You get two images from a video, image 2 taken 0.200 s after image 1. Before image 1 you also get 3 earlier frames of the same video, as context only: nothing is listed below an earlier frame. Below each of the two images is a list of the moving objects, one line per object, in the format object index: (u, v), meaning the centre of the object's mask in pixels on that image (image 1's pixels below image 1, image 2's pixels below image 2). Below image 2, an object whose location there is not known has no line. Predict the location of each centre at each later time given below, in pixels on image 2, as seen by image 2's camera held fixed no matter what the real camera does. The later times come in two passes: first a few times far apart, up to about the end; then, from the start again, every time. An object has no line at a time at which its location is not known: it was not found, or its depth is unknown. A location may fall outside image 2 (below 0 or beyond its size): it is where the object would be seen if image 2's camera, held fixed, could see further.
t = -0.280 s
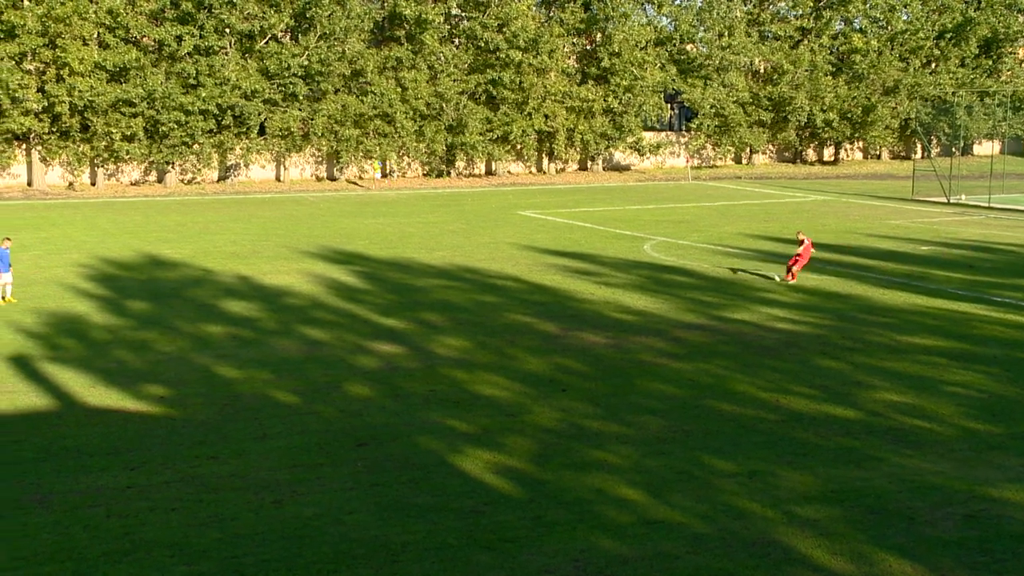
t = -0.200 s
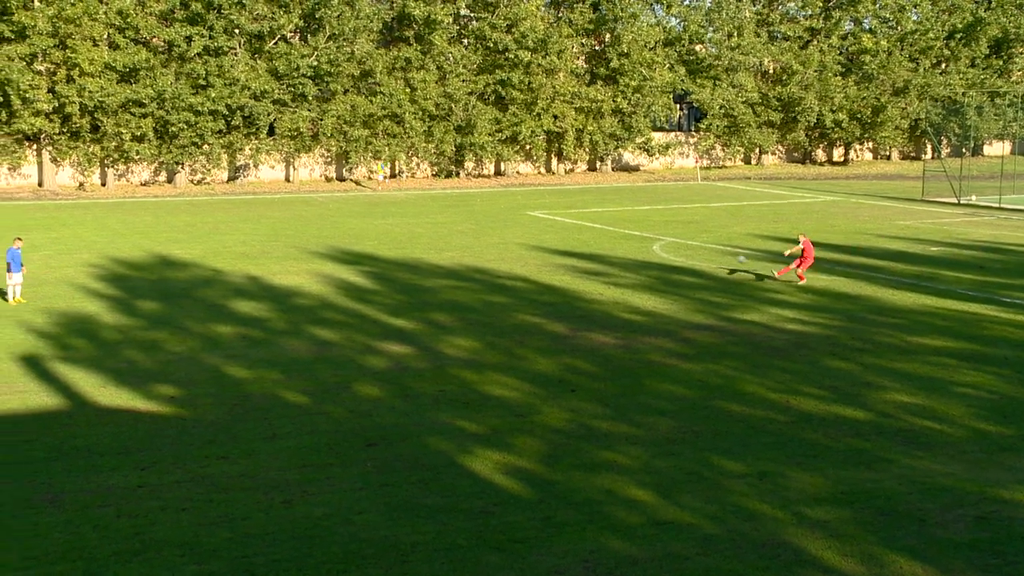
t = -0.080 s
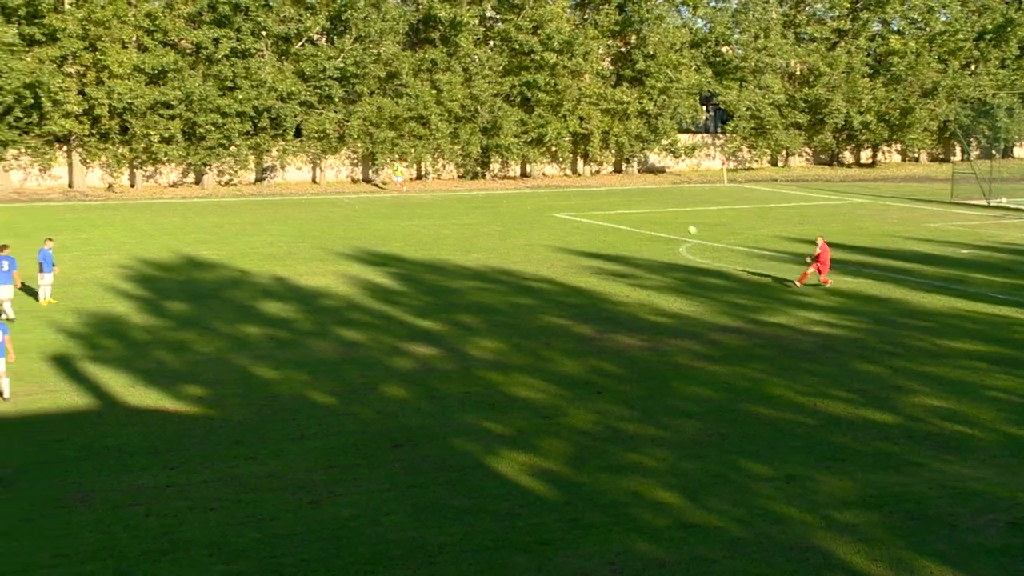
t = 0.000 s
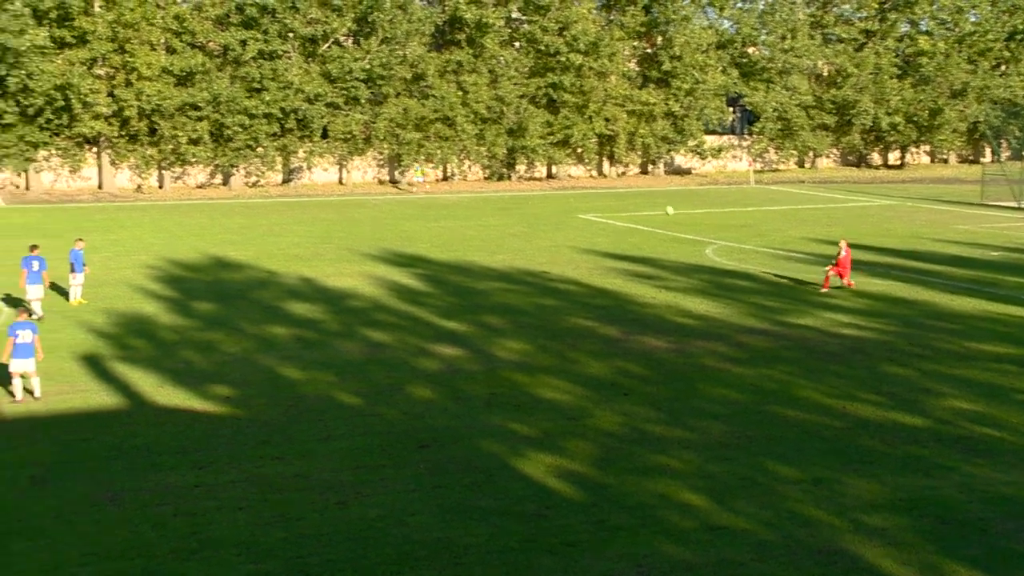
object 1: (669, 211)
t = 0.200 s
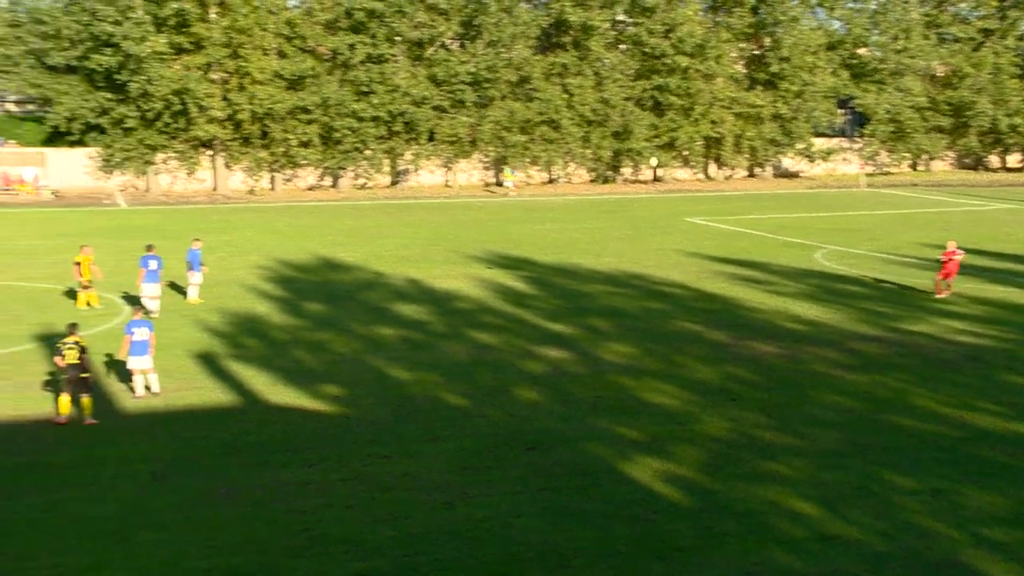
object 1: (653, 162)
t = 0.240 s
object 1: (629, 151)
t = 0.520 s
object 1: (462, 87)
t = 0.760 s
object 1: (318, 41)
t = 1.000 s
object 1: (165, 8)
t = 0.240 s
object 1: (629, 151)
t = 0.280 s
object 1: (605, 142)
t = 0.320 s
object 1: (581, 132)
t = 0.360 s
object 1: (557, 123)
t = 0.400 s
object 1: (534, 113)
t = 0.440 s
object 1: (510, 104)
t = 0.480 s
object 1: (486, 96)
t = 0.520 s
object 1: (462, 87)
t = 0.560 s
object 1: (438, 78)
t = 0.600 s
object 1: (414, 70)
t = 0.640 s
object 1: (390, 63)
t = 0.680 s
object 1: (366, 55)
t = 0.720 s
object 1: (342, 48)
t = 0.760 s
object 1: (318, 41)
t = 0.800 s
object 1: (293, 34)
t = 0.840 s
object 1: (268, 28)
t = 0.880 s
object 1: (243, 22)
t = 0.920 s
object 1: (217, 17)
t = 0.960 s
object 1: (191, 12)
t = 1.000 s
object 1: (165, 8)
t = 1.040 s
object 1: (139, 4)
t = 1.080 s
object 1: (112, 1)
